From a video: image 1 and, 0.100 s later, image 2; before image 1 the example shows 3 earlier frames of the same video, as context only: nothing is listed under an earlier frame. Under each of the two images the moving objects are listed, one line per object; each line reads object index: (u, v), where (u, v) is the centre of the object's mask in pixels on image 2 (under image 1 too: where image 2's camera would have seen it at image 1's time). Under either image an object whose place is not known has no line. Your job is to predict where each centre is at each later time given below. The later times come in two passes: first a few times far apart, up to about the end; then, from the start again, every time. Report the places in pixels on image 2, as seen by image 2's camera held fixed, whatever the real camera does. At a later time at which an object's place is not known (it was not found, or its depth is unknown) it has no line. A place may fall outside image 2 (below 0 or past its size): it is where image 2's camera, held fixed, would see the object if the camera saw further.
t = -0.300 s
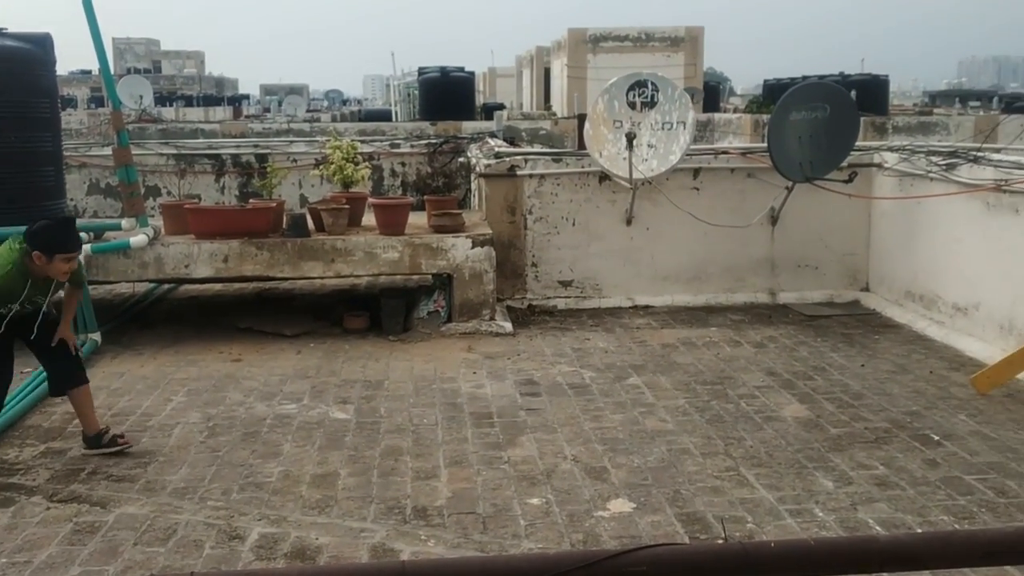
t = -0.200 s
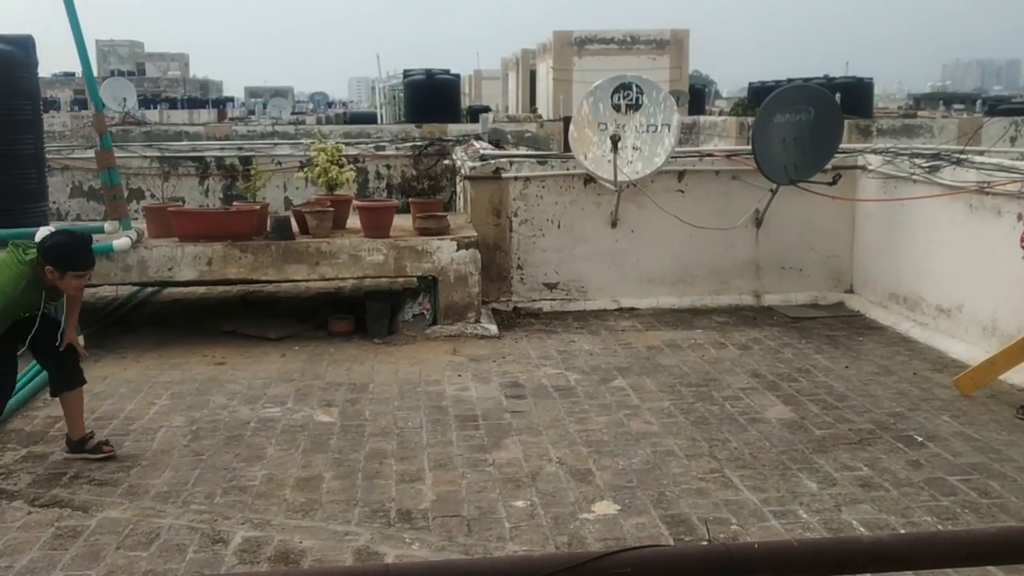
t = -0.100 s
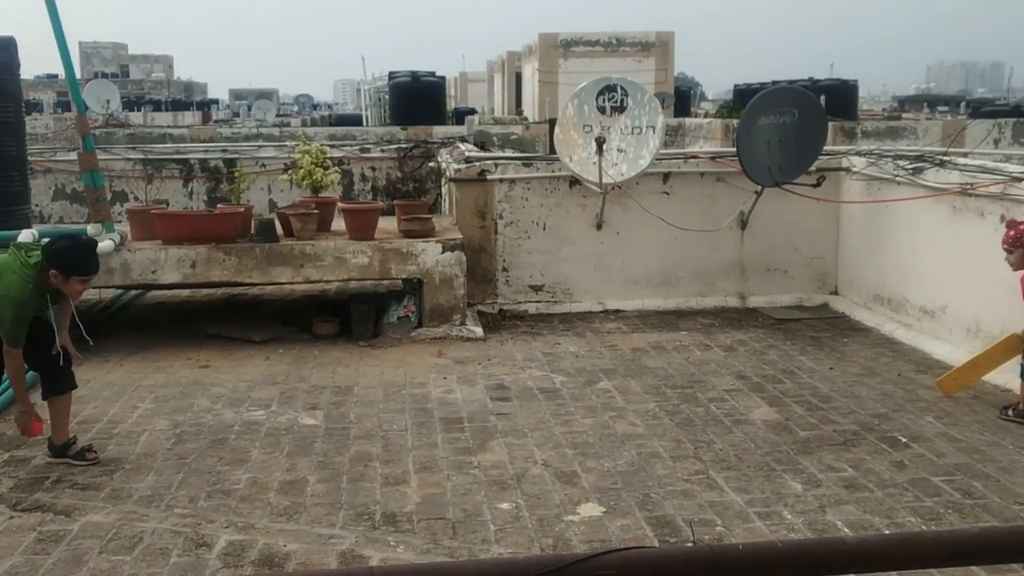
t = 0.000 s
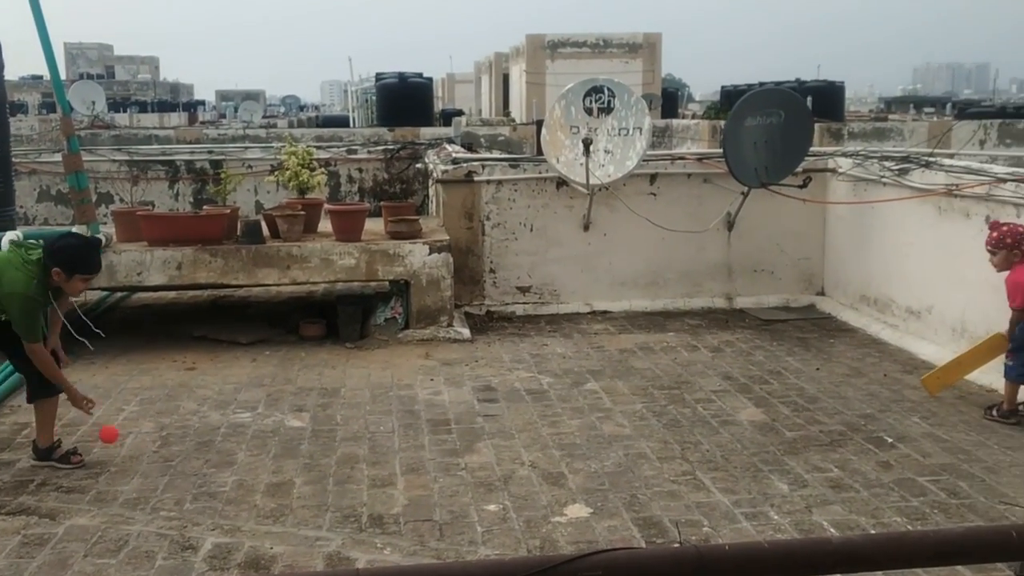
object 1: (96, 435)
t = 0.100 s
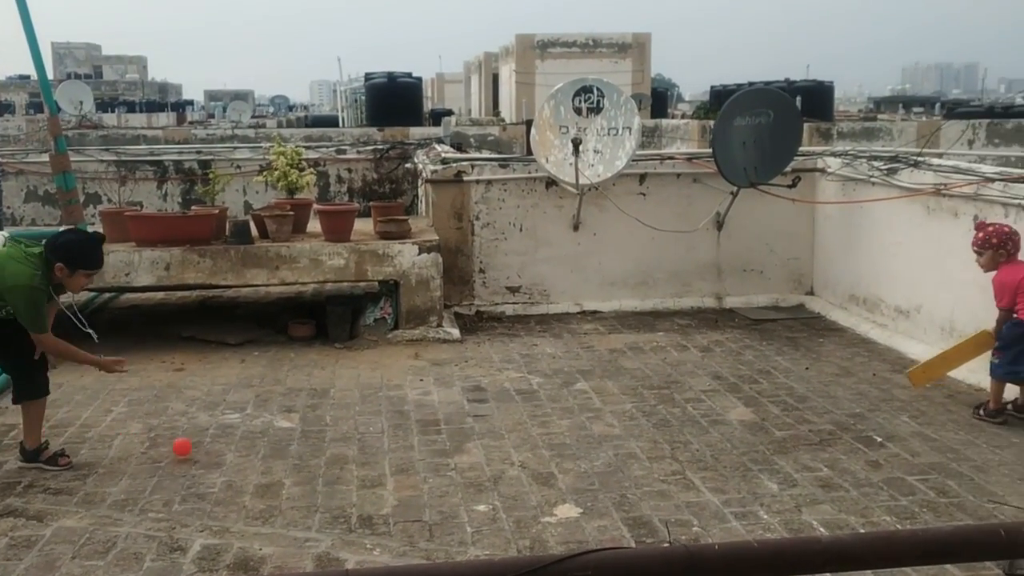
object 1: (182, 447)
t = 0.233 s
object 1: (258, 423)
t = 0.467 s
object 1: (382, 415)
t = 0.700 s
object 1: (492, 411)
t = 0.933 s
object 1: (596, 413)
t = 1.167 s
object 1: (694, 405)
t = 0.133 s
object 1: (201, 437)
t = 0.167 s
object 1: (220, 429)
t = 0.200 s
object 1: (239, 425)
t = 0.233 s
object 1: (258, 423)
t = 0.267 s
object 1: (278, 424)
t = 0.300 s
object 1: (298, 427)
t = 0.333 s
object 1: (317, 434)
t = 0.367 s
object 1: (334, 433)
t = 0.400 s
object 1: (350, 424)
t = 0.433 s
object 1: (367, 418)
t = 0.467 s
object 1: (382, 415)
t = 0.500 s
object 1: (398, 415)
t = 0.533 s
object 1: (414, 417)
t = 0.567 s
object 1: (431, 422)
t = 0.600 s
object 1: (447, 426)
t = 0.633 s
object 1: (461, 418)
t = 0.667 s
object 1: (477, 413)
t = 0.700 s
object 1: (492, 411)
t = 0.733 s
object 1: (507, 411)
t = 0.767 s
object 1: (522, 415)
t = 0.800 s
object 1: (537, 419)
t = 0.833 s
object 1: (551, 413)
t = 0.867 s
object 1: (567, 410)
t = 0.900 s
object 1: (582, 409)
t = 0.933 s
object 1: (596, 413)
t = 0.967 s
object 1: (611, 411)
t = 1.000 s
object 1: (624, 409)
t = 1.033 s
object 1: (639, 407)
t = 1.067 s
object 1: (653, 409)
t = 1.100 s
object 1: (667, 406)
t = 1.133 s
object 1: (680, 405)
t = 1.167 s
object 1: (694, 405)
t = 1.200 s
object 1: (707, 403)
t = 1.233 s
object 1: (721, 403)
